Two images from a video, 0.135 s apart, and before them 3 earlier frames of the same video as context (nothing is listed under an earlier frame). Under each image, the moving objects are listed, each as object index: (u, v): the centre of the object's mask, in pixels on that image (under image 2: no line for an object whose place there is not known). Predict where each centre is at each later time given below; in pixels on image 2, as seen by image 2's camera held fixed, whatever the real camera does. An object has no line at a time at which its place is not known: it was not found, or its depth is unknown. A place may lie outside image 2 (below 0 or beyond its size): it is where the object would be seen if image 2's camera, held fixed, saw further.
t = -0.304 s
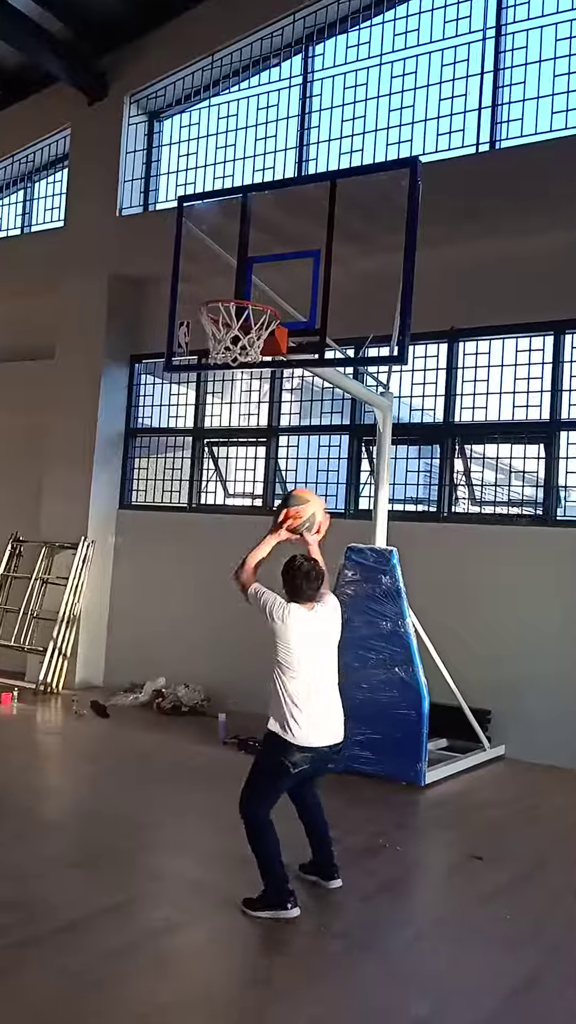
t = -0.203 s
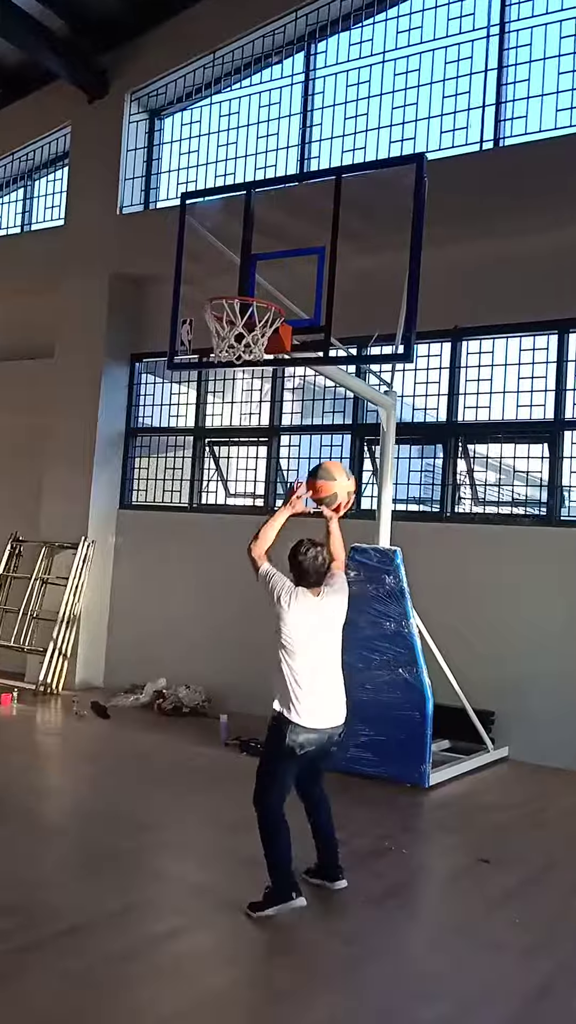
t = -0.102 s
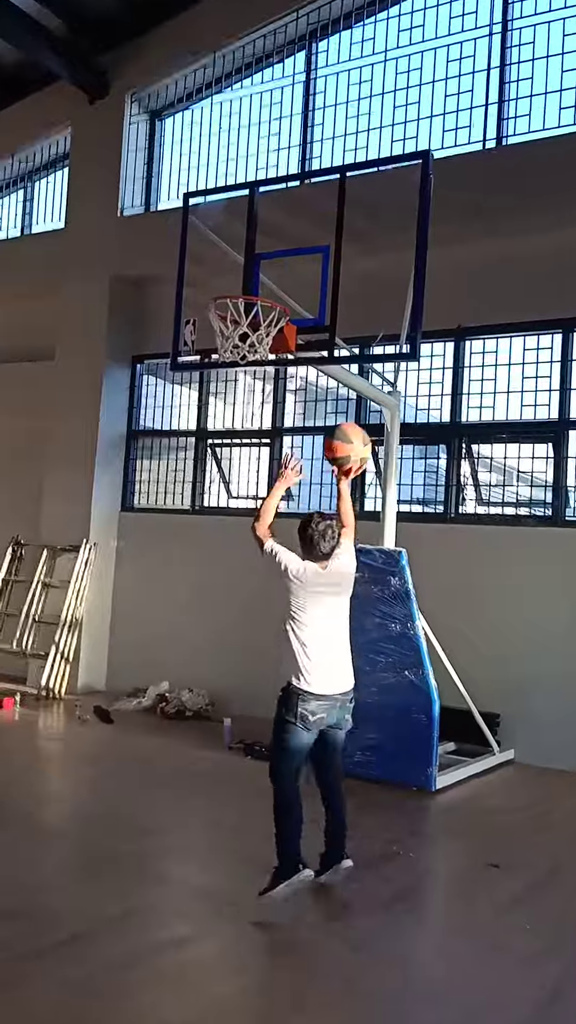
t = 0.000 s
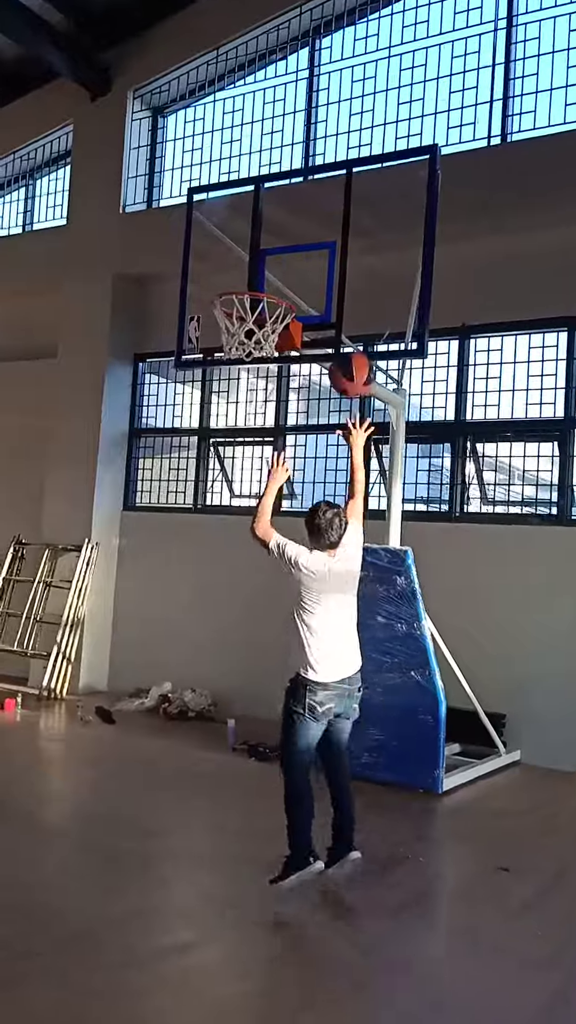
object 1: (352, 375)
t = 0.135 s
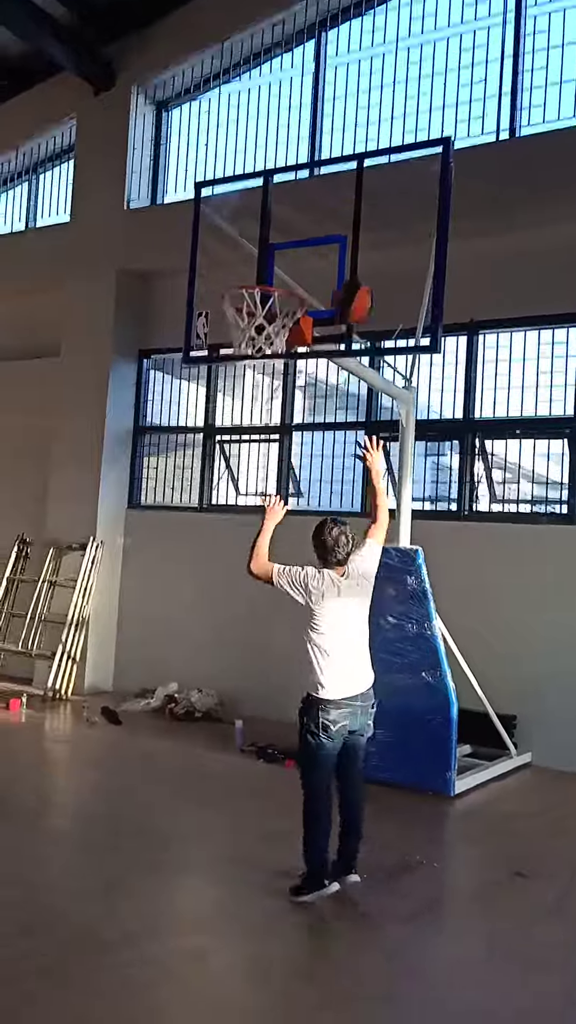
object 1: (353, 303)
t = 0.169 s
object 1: (349, 295)
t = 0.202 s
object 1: (346, 285)
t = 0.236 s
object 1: (344, 278)
